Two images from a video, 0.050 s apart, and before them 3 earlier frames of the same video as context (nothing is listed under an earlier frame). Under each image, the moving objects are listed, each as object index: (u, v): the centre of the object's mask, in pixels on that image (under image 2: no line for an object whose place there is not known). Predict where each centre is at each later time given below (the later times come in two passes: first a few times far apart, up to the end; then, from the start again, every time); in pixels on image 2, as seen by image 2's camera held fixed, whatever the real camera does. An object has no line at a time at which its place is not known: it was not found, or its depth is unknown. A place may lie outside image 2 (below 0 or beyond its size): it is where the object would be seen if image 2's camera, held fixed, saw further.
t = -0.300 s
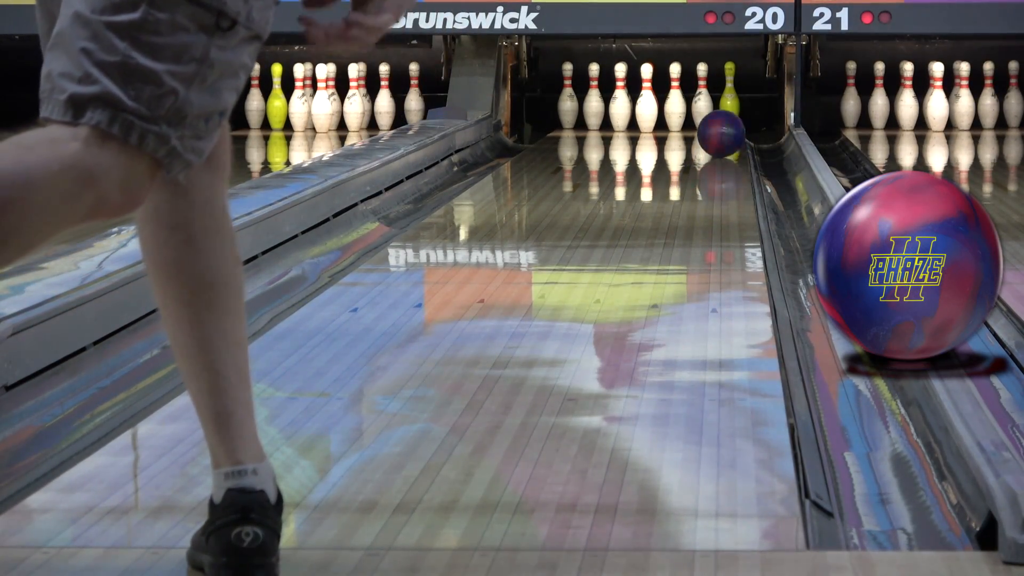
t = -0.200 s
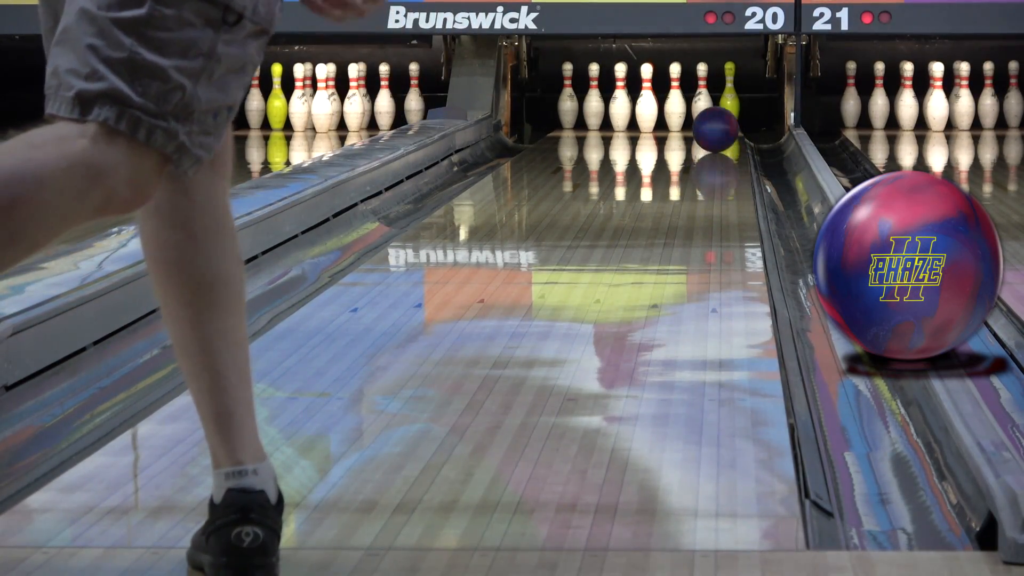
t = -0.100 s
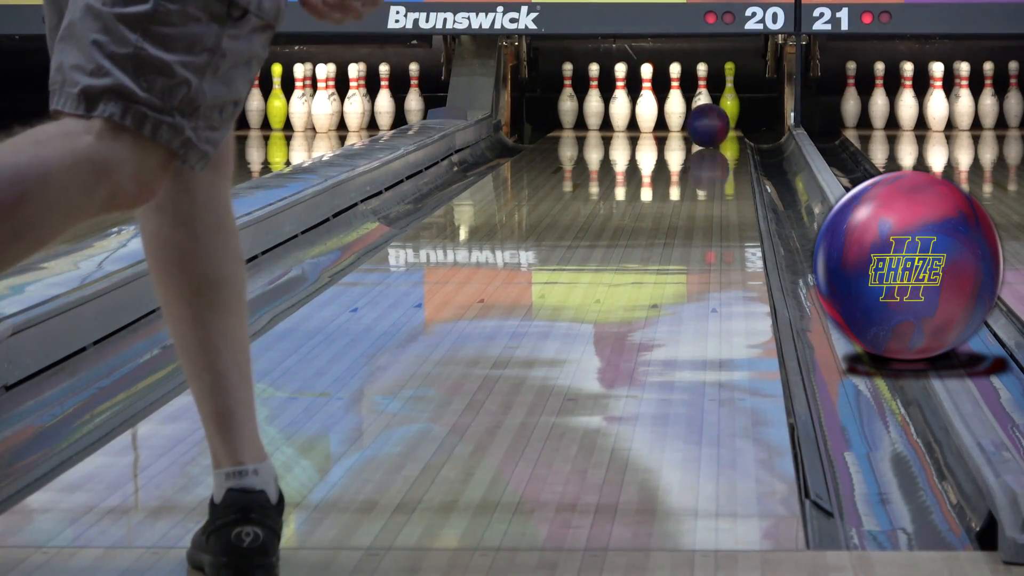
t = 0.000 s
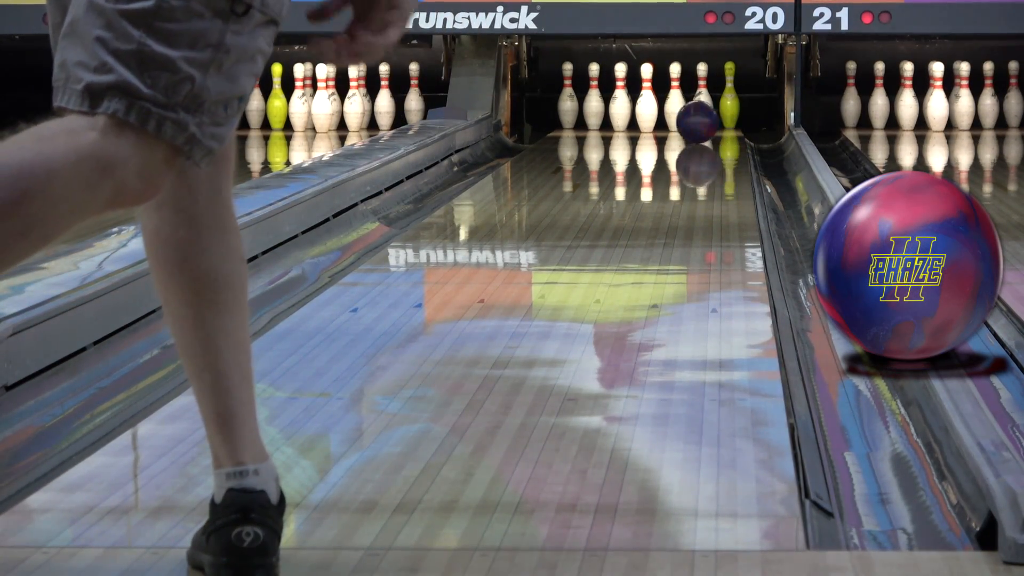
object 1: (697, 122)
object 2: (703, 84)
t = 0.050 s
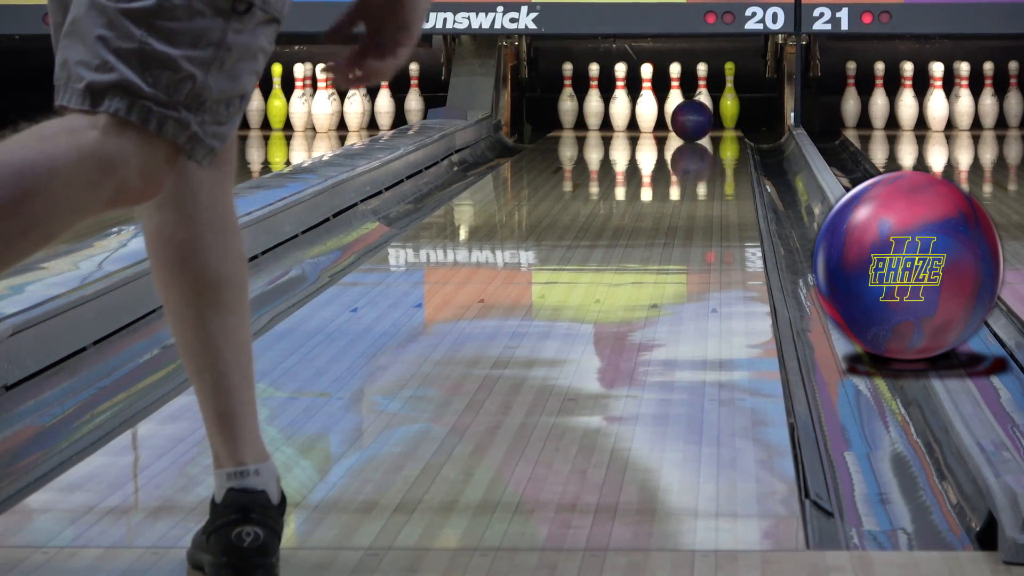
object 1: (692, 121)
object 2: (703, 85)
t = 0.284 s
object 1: (668, 114)
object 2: (702, 100)
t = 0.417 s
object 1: (671, 111)
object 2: (720, 100)
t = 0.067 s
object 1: (690, 120)
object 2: (704, 87)
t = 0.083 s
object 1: (688, 120)
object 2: (704, 88)
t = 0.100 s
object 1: (686, 119)
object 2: (704, 91)
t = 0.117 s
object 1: (684, 119)
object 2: (704, 93)
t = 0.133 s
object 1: (682, 118)
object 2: (704, 95)
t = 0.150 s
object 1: (681, 118)
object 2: (704, 96)
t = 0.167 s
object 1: (679, 117)
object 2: (703, 97)
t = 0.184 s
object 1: (677, 117)
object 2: (703, 98)
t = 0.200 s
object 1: (676, 116)
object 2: (703, 99)
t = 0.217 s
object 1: (674, 116)
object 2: (703, 99)
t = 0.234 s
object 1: (673, 115)
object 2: (702, 100)
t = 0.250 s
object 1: (671, 115)
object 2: (702, 100)
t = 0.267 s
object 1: (670, 114)
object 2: (702, 100)
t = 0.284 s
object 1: (668, 114)
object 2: (702, 100)
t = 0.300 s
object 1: (667, 114)
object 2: (702, 100)
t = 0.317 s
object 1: (668, 113)
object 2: (702, 100)
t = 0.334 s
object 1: (669, 113)
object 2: (702, 100)
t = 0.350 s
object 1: (670, 113)
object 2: (702, 100)
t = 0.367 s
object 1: (670, 112)
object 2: (702, 100)
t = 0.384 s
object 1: (671, 112)
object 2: (707, 100)
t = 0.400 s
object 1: (671, 112)
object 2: (714, 100)
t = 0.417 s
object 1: (671, 111)
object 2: (720, 100)
